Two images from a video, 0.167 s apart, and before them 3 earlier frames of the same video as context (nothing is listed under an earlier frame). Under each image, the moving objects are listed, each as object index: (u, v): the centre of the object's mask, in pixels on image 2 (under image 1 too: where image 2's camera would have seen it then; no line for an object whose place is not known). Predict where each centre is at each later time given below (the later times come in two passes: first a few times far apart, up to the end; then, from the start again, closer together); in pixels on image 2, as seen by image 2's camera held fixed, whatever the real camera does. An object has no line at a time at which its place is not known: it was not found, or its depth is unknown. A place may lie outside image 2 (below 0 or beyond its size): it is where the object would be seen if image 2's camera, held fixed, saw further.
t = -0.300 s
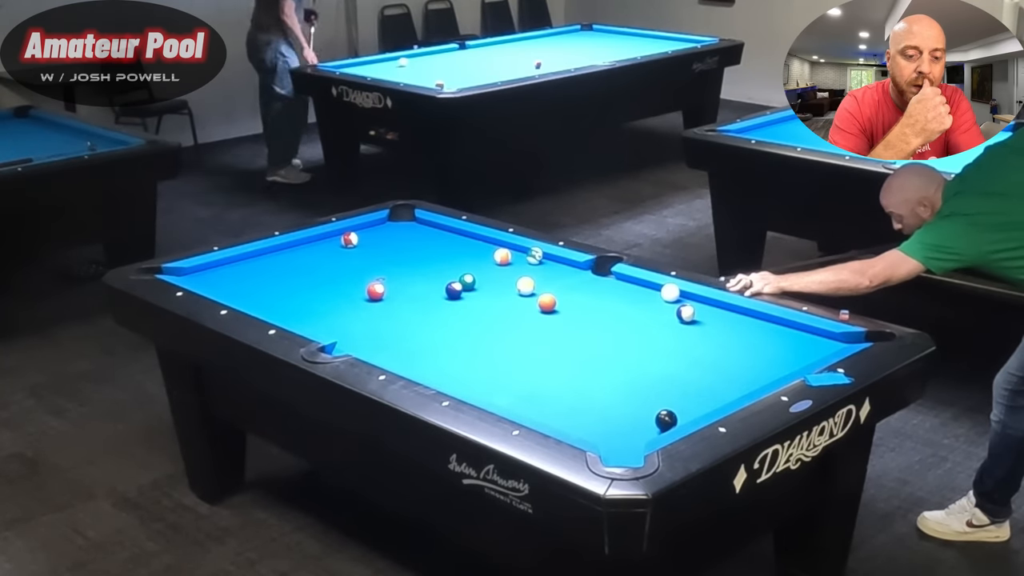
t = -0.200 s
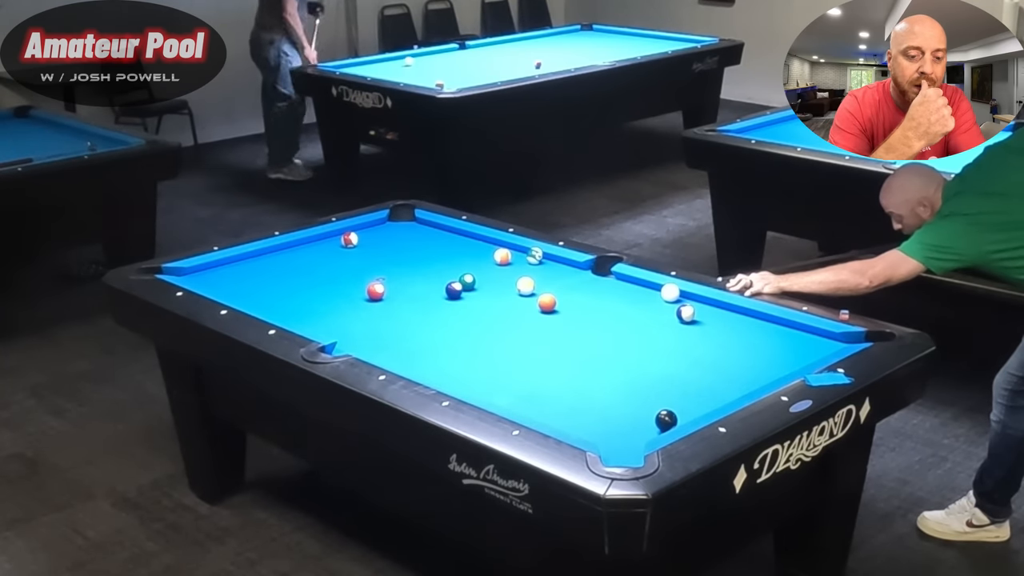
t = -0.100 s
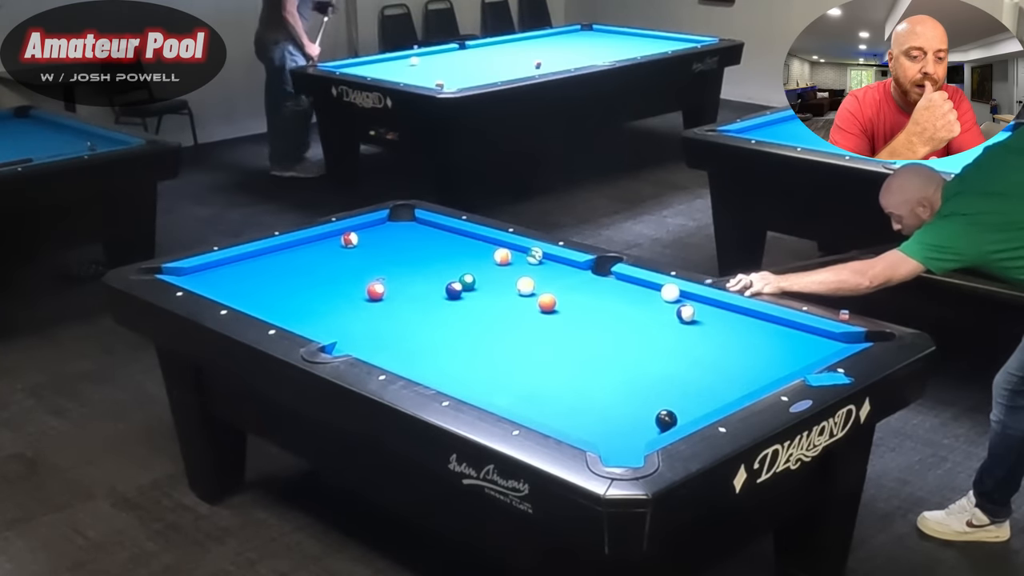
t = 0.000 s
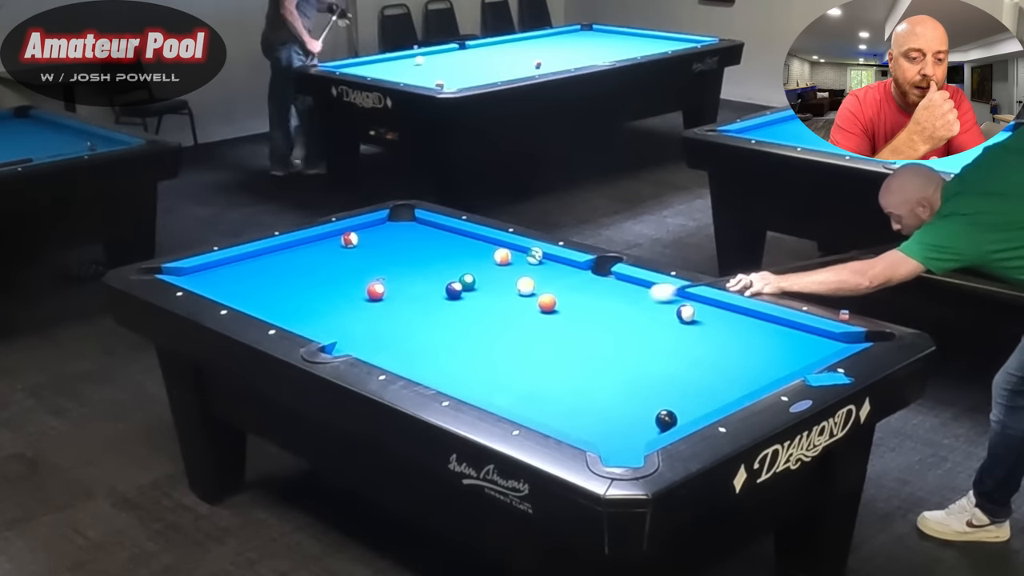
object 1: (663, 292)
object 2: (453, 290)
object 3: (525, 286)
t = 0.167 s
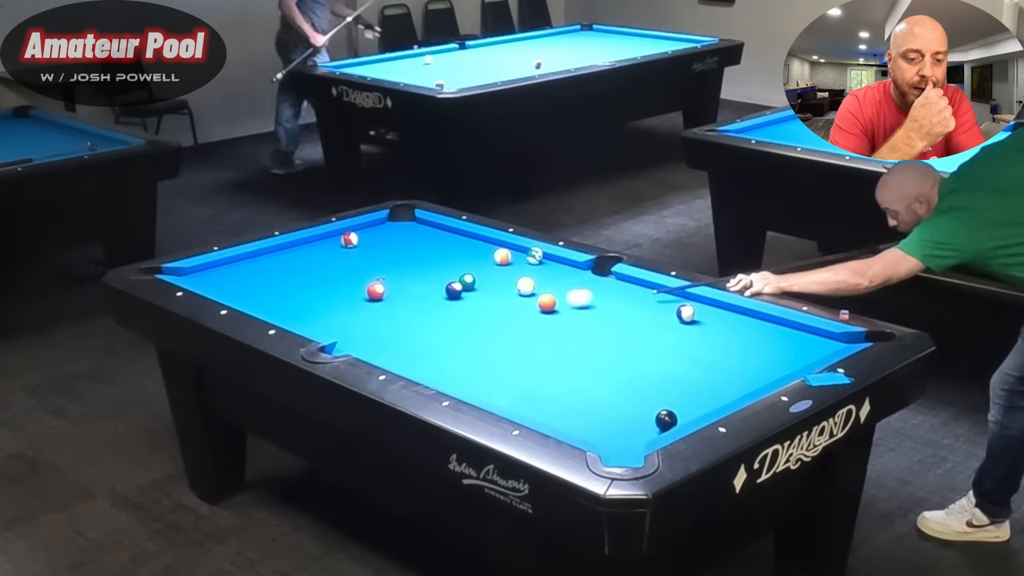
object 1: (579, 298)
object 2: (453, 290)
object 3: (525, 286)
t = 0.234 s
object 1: (558, 297)
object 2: (453, 290)
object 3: (525, 286)
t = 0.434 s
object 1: (522, 292)
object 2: (453, 290)
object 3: (525, 281)
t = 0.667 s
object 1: (480, 292)
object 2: (453, 290)
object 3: (520, 279)
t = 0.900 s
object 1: (458, 295)
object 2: (438, 288)
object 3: (517, 274)
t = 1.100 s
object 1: (445, 298)
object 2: (422, 285)
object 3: (514, 270)
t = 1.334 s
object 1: (431, 301)
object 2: (406, 283)
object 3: (511, 265)
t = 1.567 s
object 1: (418, 304)
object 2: (389, 280)
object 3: (509, 261)
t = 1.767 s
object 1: (407, 306)
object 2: (378, 276)
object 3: (508, 260)
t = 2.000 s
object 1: (396, 309)
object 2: (363, 276)
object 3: (508, 259)
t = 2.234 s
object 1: (386, 311)
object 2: (352, 274)
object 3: (508, 259)
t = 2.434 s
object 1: (379, 313)
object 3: (510, 260)
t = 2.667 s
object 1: (371, 314)
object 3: (510, 259)
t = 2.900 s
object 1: (365, 316)
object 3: (510, 259)
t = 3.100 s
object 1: (361, 317)
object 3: (510, 260)
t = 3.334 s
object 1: (357, 318)
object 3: (510, 260)
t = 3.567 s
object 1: (354, 318)
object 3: (510, 259)
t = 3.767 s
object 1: (353, 319)
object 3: (510, 260)
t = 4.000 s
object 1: (352, 319)
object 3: (510, 260)
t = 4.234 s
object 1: (353, 319)
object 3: (510, 260)
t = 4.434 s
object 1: (353, 319)
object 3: (510, 260)
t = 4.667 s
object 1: (353, 319)
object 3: (510, 260)
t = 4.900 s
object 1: (353, 319)
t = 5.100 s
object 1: (353, 318)
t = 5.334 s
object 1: (353, 319)
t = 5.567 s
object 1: (353, 318)
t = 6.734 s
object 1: (355, 317)
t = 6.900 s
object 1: (353, 318)
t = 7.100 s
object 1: (353, 318)
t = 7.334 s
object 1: (353, 318)
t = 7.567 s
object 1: (353, 318)
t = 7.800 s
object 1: (353, 319)
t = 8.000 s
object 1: (353, 319)
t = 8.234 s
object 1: (353, 319)
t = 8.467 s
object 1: (353, 319)
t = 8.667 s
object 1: (353, 319)
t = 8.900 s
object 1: (353, 319)
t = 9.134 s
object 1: (353, 319)
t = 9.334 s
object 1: (353, 319)
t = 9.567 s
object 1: (353, 319)
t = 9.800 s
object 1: (353, 319)
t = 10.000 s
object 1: (353, 319)
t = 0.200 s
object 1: (564, 298)
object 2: (453, 290)
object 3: (525, 286)
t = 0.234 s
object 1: (558, 297)
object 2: (453, 290)
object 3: (525, 286)
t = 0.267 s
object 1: (553, 296)
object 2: (453, 290)
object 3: (525, 286)
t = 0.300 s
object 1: (547, 295)
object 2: (453, 290)
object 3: (525, 286)
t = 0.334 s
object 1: (541, 294)
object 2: (453, 290)
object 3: (525, 286)
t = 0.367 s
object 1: (535, 293)
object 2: (453, 290)
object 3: (524, 284)
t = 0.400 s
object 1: (528, 292)
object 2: (453, 290)
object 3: (524, 282)
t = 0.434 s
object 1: (522, 292)
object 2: (453, 290)
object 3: (525, 281)
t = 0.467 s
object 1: (515, 292)
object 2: (453, 290)
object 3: (525, 283)
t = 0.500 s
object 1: (509, 292)
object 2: (453, 290)
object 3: (524, 283)
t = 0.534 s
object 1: (504, 292)
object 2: (453, 290)
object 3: (523, 282)
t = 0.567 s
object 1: (498, 292)
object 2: (453, 290)
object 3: (522, 281)
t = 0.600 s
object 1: (492, 292)
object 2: (453, 290)
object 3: (522, 280)
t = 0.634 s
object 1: (486, 292)
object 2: (453, 290)
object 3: (521, 280)
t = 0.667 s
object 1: (480, 292)
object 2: (453, 290)
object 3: (520, 279)
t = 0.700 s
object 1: (475, 292)
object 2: (454, 290)
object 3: (520, 278)
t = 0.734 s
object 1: (470, 292)
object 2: (453, 290)
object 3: (519, 277)
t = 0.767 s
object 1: (467, 293)
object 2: (450, 289)
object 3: (519, 277)
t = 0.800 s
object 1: (465, 293)
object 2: (447, 288)
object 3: (518, 276)
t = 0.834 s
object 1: (462, 294)
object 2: (444, 288)
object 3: (518, 275)
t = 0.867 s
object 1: (460, 295)
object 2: (441, 288)
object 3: (517, 274)
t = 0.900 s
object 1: (458, 295)
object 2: (438, 288)
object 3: (517, 274)
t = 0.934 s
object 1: (456, 295)
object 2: (435, 288)
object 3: (516, 273)
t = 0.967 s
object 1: (453, 296)
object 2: (433, 287)
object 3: (516, 272)
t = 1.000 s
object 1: (451, 296)
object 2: (430, 287)
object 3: (515, 272)
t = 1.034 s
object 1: (449, 297)
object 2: (428, 286)
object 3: (515, 271)
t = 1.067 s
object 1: (447, 297)
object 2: (425, 285)
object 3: (514, 270)
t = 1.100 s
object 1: (445, 298)
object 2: (422, 285)
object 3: (514, 270)
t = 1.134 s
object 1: (443, 298)
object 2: (420, 285)
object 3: (514, 269)
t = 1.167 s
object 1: (441, 299)
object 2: (417, 284)
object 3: (513, 268)
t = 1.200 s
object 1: (439, 299)
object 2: (415, 284)
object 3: (513, 268)
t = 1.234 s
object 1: (437, 300)
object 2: (412, 284)
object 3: (512, 267)
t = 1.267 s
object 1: (435, 300)
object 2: (410, 284)
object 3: (512, 267)
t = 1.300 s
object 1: (433, 301)
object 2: (408, 284)
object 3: (512, 266)
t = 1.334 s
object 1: (431, 301)
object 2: (406, 283)
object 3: (511, 265)
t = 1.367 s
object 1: (429, 301)
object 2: (403, 282)
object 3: (511, 265)
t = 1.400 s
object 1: (427, 302)
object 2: (401, 282)
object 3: (510, 264)
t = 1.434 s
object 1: (425, 303)
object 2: (398, 281)
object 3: (510, 264)
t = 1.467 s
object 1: (423, 303)
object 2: (396, 281)
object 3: (510, 263)
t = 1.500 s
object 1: (421, 303)
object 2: (394, 281)
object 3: (509, 263)
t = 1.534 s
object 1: (419, 304)
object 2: (392, 281)
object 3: (509, 262)
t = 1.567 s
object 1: (418, 304)
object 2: (389, 280)
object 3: (509, 261)
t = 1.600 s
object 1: (416, 304)
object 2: (388, 280)
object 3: (509, 261)
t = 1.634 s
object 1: (414, 305)
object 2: (386, 279)
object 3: (508, 261)
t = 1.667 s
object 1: (412, 305)
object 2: (385, 278)
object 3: (508, 260)
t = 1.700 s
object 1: (410, 306)
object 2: (382, 278)
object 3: (508, 260)
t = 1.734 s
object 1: (409, 306)
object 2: (380, 277)
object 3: (508, 260)
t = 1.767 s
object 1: (407, 306)
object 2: (378, 276)
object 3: (508, 260)
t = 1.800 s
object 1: (405, 307)
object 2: (376, 276)
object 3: (509, 260)
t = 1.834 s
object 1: (404, 307)
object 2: (373, 276)
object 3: (509, 260)
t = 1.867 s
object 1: (402, 307)
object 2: (371, 276)
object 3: (509, 259)
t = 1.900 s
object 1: (401, 308)
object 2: (369, 277)
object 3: (508, 259)
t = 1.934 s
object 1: (399, 308)
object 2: (367, 277)
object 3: (508, 259)
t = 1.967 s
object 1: (398, 308)
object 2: (365, 277)
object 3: (508, 259)
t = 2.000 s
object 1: (396, 309)
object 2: (363, 276)
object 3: (508, 259)
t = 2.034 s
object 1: (395, 309)
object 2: (363, 277)
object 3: (508, 259)
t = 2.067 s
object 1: (393, 310)
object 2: (361, 276)
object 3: (508, 259)
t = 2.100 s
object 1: (392, 310)
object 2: (359, 276)
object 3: (508, 259)
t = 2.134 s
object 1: (390, 310)
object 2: (358, 276)
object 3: (508, 259)
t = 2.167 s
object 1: (389, 310)
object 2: (356, 275)
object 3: (508, 259)
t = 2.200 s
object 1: (388, 311)
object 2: (354, 275)
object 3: (508, 259)
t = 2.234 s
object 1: (386, 311)
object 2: (352, 274)
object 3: (508, 259)
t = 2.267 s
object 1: (385, 311)
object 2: (351, 274)
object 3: (510, 259)
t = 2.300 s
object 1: (384, 312)
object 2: (349, 274)
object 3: (510, 260)
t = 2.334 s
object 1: (382, 312)
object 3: (510, 260)
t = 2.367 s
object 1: (381, 312)
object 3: (510, 260)
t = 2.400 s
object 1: (380, 312)
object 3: (510, 260)
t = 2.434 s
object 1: (379, 313)
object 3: (510, 260)
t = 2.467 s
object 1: (378, 313)
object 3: (510, 260)
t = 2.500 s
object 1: (377, 313)
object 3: (510, 260)
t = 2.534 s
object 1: (375, 313)
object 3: (510, 260)
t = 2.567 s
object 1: (374, 314)
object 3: (510, 260)
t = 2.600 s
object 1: (373, 314)
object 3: (510, 259)
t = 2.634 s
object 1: (372, 314)
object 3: (510, 259)
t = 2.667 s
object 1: (371, 314)
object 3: (510, 259)
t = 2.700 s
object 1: (370, 314)
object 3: (510, 259)
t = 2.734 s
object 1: (369, 315)
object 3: (510, 259)
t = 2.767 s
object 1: (369, 315)
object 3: (510, 259)
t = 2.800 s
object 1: (368, 315)
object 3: (510, 259)
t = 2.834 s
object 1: (367, 315)
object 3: (510, 259)
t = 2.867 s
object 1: (366, 316)
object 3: (510, 259)
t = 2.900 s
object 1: (365, 316)
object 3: (510, 259)
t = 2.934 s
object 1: (364, 316)
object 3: (510, 259)
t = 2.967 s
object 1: (363, 316)
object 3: (510, 259)
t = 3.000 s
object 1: (363, 316)
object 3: (510, 259)
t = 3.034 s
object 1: (362, 316)
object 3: (510, 259)
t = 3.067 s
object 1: (361, 316)
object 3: (510, 259)
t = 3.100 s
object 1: (361, 317)
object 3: (510, 260)
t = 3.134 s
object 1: (360, 317)
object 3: (510, 260)
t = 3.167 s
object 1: (359, 317)
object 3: (510, 260)
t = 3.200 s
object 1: (359, 317)
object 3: (510, 260)
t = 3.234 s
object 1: (358, 317)
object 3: (510, 259)
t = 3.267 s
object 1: (358, 317)
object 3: (510, 259)
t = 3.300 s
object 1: (357, 317)
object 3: (510, 260)
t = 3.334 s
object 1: (357, 318)
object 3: (510, 260)
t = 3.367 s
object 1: (356, 318)
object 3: (510, 260)
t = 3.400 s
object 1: (356, 318)
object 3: (510, 260)
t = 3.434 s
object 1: (356, 318)
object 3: (510, 260)
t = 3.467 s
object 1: (355, 318)
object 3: (510, 259)
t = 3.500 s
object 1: (355, 318)
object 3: (510, 259)
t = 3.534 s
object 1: (355, 318)
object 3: (510, 259)
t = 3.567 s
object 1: (354, 318)
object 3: (510, 259)
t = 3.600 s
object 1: (354, 318)
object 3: (510, 259)
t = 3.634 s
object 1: (354, 318)
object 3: (510, 259)
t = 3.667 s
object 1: (353, 318)
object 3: (510, 259)
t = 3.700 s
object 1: (353, 319)
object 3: (510, 260)
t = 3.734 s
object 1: (353, 319)
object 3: (510, 260)
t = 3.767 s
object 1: (353, 319)
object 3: (510, 260)
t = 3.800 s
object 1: (353, 319)
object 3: (510, 260)
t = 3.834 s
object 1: (353, 319)
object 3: (510, 260)
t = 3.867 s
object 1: (352, 319)
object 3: (510, 260)
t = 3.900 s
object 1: (352, 319)
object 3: (510, 260)
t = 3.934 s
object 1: (352, 319)
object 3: (510, 260)
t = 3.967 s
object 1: (352, 319)
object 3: (510, 260)
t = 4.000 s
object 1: (352, 319)
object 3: (510, 260)
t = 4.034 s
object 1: (352, 319)
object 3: (510, 260)
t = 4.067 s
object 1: (352, 319)
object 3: (510, 260)
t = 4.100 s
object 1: (352, 319)
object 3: (510, 260)
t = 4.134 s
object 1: (353, 319)
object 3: (510, 260)
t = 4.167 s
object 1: (353, 319)
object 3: (510, 260)
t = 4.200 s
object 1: (353, 319)
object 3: (510, 260)
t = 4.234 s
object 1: (353, 319)
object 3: (510, 260)
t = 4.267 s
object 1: (353, 319)
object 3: (510, 260)
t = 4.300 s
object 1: (353, 319)
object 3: (510, 260)
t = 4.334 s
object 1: (353, 319)
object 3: (510, 260)
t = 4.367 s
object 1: (353, 319)
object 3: (510, 260)
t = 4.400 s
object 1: (353, 319)
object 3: (510, 260)
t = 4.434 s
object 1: (353, 319)
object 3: (510, 260)
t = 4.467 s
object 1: (353, 319)
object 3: (509, 260)
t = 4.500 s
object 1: (353, 319)
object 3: (510, 260)
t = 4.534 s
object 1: (353, 319)
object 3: (510, 259)
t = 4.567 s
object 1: (353, 319)
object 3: (510, 259)
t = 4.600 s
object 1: (353, 319)
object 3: (510, 260)
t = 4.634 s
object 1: (353, 319)
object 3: (510, 260)
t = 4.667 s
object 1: (353, 319)
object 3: (510, 260)
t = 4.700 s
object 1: (353, 319)
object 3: (510, 259)
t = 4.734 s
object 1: (353, 319)
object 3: (510, 260)
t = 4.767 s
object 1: (353, 319)
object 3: (510, 260)
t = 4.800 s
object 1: (353, 319)
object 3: (510, 260)
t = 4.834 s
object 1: (353, 318)
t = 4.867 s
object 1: (353, 319)
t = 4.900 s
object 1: (353, 319)
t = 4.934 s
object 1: (353, 319)
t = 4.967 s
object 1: (353, 319)
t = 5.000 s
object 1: (353, 318)
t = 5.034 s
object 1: (353, 318)
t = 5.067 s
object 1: (353, 319)
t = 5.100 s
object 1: (353, 318)
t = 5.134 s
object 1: (353, 318)
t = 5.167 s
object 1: (353, 319)
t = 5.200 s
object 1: (352, 319)
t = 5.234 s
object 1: (353, 319)
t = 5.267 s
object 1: (353, 319)
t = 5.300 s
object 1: (353, 318)
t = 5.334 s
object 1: (353, 319)
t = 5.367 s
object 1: (353, 318)
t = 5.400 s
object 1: (353, 318)
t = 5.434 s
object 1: (353, 318)
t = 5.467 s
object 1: (353, 319)
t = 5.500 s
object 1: (353, 318)
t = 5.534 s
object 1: (353, 318)
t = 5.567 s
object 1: (353, 318)
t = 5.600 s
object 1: (353, 318)
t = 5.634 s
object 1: (353, 319)
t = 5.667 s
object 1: (352, 319)
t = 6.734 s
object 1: (355, 317)
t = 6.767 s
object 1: (353, 318)
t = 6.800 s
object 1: (353, 318)
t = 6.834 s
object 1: (353, 318)
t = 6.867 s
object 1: (353, 318)
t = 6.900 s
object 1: (353, 318)
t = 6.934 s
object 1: (353, 318)
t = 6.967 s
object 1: (353, 318)
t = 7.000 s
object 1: (353, 318)
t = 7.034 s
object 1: (353, 318)
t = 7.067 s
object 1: (353, 318)
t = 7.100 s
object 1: (353, 318)
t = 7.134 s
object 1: (353, 318)
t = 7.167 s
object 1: (353, 318)
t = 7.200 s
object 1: (353, 318)
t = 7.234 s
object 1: (353, 318)
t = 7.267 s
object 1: (353, 318)
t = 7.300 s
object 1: (353, 318)
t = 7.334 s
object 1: (353, 318)
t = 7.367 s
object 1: (353, 318)
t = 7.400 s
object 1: (353, 318)
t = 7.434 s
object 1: (353, 318)
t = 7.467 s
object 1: (353, 318)
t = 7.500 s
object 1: (353, 318)
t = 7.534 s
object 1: (353, 318)
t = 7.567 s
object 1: (353, 318)
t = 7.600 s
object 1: (353, 318)
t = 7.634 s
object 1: (353, 318)
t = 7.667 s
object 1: (353, 318)
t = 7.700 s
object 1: (353, 318)
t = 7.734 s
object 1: (353, 318)
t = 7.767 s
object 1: (353, 319)
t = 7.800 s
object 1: (353, 319)
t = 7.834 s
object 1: (353, 319)
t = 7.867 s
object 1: (353, 319)
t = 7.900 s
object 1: (353, 319)
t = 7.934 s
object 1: (353, 319)
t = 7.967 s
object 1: (353, 319)
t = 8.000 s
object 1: (353, 319)
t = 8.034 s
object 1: (353, 319)
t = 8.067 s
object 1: (353, 319)
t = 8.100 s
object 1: (353, 318)
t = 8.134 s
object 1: (353, 319)
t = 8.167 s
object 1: (353, 319)
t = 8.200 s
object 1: (353, 319)
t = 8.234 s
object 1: (353, 319)
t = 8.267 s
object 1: (353, 319)
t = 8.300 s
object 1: (353, 319)
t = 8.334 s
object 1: (353, 319)
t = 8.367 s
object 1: (353, 319)
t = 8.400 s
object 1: (353, 319)
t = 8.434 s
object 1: (353, 319)
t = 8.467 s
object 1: (353, 319)
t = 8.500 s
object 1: (353, 319)
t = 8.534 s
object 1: (353, 319)
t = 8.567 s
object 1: (353, 319)
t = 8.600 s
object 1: (353, 319)
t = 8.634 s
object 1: (353, 319)
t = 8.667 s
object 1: (353, 319)
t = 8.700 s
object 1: (353, 319)
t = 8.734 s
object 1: (353, 319)
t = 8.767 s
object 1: (353, 319)
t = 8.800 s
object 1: (353, 319)
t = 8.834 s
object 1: (353, 319)
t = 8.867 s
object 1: (353, 319)
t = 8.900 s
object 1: (353, 319)
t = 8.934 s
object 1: (353, 319)
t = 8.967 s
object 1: (353, 319)
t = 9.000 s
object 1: (353, 319)
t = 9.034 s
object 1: (353, 319)
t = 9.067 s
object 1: (353, 319)
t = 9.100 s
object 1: (353, 319)
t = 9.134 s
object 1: (353, 319)
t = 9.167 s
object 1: (353, 319)
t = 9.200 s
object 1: (353, 319)
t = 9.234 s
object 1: (353, 319)
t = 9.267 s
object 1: (353, 319)
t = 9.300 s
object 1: (353, 319)
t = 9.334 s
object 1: (353, 319)
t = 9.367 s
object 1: (353, 319)
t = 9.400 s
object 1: (353, 319)
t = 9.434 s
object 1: (353, 319)
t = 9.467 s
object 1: (353, 319)
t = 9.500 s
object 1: (353, 319)
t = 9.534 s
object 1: (353, 319)
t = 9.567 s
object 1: (353, 319)
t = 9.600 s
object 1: (353, 319)
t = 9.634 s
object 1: (353, 319)
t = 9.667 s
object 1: (353, 319)
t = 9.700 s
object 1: (353, 319)
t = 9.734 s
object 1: (353, 319)
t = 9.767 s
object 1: (353, 319)
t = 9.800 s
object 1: (353, 319)
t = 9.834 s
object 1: (353, 319)
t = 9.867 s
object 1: (353, 319)
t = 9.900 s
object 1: (353, 319)
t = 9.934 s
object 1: (353, 319)
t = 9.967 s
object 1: (353, 319)
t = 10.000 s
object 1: (353, 319)
